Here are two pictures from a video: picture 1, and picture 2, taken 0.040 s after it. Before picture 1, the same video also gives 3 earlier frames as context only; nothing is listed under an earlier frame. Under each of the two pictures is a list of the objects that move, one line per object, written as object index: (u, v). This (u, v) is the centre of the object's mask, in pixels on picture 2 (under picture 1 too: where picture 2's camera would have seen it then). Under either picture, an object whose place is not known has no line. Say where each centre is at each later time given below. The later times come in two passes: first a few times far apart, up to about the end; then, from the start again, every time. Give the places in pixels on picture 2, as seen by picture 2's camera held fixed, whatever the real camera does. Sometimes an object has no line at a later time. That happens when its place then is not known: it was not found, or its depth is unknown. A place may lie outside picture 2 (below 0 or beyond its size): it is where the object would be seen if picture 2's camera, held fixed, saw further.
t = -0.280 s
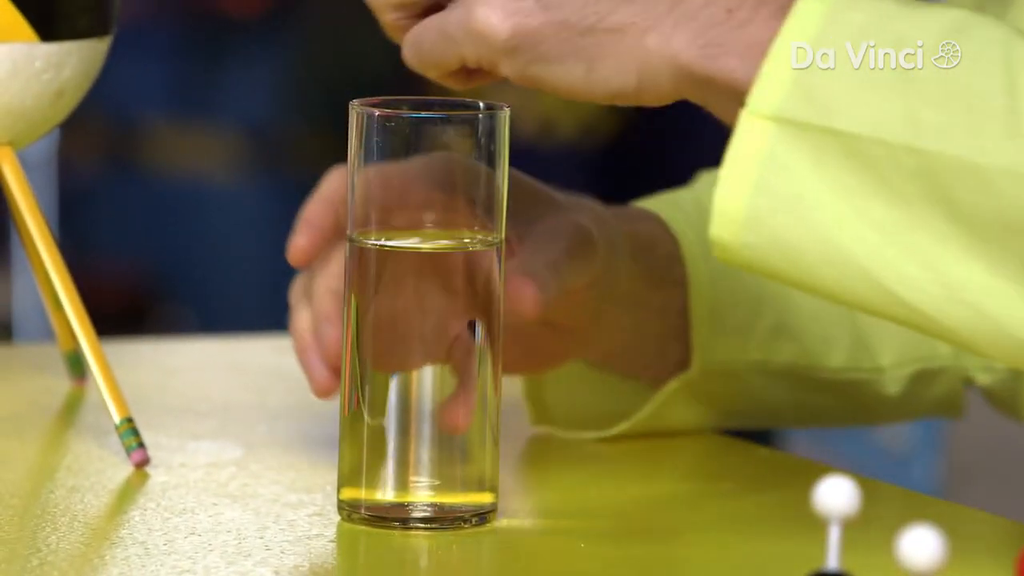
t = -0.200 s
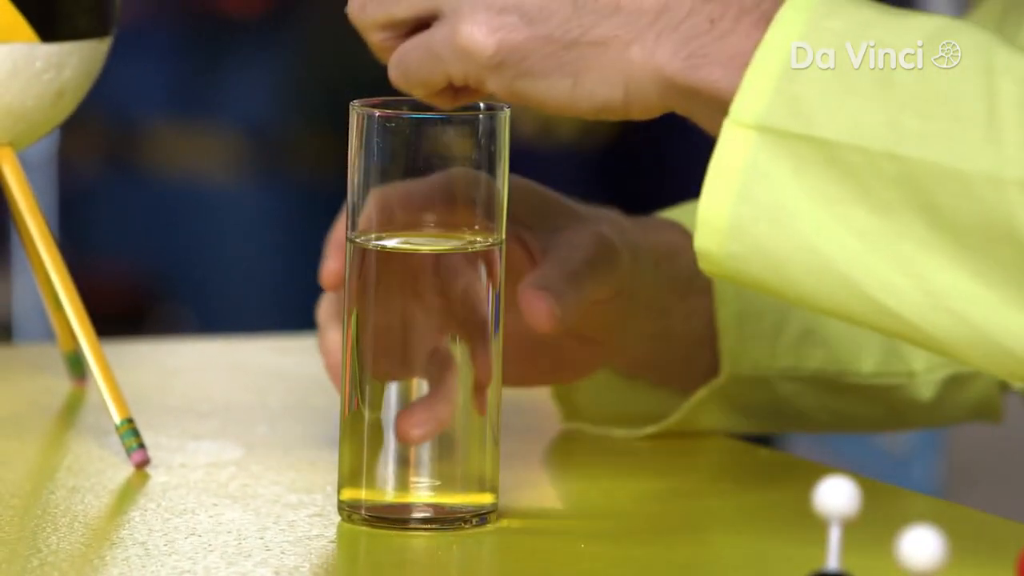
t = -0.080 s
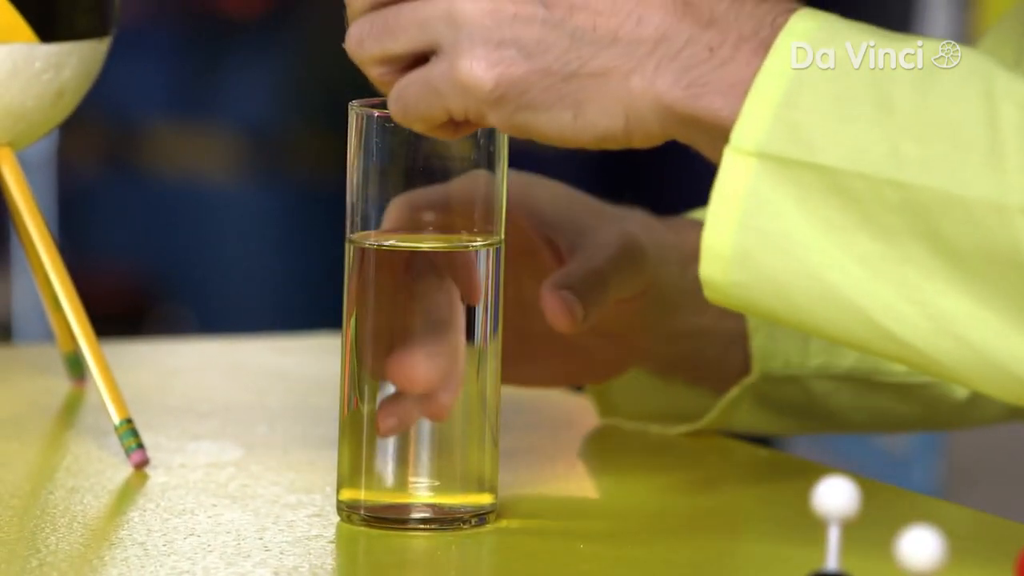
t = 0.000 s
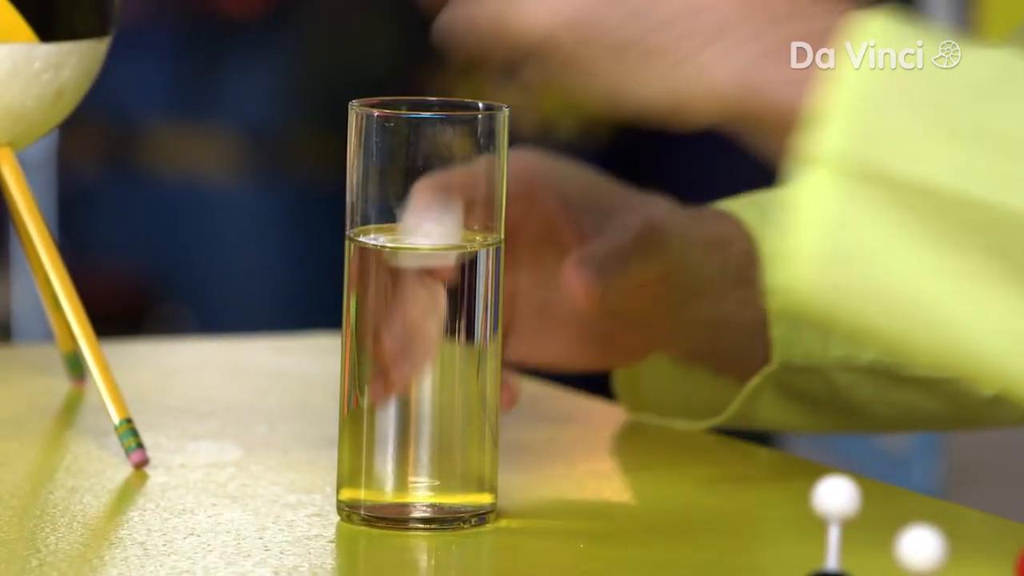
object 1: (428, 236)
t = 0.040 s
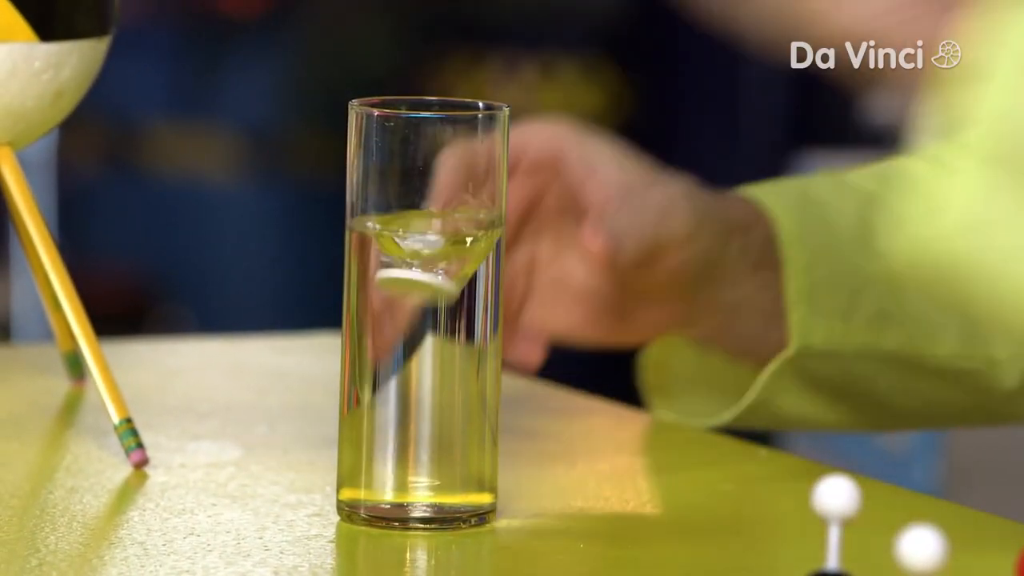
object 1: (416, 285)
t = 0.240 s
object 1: (423, 358)
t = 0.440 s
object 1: (429, 433)
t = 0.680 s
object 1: (419, 500)
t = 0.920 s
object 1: (392, 498)
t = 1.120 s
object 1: (393, 495)
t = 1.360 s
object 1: (390, 496)
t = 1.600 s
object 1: (392, 490)
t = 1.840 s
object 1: (386, 490)
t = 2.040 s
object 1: (386, 489)
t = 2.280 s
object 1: (383, 487)
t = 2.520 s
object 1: (378, 486)
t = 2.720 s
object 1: (377, 481)
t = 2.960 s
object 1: (379, 485)
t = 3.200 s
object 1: (379, 486)
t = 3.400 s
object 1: (378, 486)
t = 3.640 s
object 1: (377, 487)
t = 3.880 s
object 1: (378, 486)
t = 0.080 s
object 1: (417, 302)
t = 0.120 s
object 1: (419, 320)
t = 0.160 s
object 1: (420, 334)
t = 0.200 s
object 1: (422, 347)
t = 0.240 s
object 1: (423, 358)
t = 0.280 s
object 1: (424, 371)
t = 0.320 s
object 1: (424, 384)
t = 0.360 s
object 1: (424, 396)
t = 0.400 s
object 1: (424, 409)
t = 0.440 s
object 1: (429, 433)
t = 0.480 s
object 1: (428, 449)
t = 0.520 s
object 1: (413, 484)
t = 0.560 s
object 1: (410, 495)
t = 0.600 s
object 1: (398, 499)
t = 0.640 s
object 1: (402, 501)
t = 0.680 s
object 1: (419, 500)
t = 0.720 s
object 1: (416, 501)
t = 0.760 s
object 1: (422, 498)
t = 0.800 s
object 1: (394, 499)
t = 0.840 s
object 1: (394, 498)
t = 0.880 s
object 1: (393, 498)
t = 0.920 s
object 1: (392, 498)
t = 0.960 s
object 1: (394, 497)
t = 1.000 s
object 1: (390, 496)
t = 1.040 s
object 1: (391, 498)
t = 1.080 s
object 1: (391, 499)
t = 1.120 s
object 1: (393, 495)
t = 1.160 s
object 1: (393, 495)
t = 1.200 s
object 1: (392, 496)
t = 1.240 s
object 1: (391, 497)
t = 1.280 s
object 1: (392, 496)
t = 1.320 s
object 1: (392, 497)
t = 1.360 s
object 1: (390, 496)
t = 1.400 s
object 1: (391, 495)
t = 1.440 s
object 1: (391, 492)
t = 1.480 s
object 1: (393, 490)
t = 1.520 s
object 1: (393, 492)
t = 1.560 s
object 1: (392, 491)
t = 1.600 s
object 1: (392, 490)
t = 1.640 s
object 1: (391, 490)
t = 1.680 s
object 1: (389, 491)
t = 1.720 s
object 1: (388, 490)
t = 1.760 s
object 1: (390, 489)
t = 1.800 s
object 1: (388, 490)
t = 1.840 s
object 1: (386, 490)
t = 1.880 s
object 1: (387, 489)
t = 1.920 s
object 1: (385, 490)
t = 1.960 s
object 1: (387, 489)
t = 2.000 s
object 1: (387, 489)
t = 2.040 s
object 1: (386, 489)
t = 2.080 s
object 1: (384, 488)
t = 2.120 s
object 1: (385, 486)
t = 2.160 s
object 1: (386, 486)
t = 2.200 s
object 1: (384, 487)
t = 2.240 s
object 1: (383, 487)
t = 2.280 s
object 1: (383, 487)
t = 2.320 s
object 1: (382, 487)
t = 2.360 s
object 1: (383, 487)
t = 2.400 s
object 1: (381, 487)
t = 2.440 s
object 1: (381, 486)
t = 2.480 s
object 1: (380, 486)
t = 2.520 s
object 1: (378, 486)
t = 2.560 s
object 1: (379, 483)
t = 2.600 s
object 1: (379, 484)
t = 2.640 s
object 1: (378, 482)
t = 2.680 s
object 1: (377, 481)
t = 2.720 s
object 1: (377, 481)
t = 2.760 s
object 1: (377, 480)
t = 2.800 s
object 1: (378, 481)
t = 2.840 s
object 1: (378, 480)
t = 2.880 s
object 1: (378, 485)
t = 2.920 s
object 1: (379, 484)
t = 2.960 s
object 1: (379, 485)
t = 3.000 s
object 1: (379, 484)
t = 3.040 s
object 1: (378, 486)
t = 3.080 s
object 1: (378, 486)
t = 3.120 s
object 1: (377, 487)
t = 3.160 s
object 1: (378, 486)
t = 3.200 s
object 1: (379, 486)
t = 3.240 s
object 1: (380, 484)
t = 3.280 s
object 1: (380, 485)
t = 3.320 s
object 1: (380, 485)
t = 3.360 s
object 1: (379, 486)
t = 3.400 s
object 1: (378, 486)
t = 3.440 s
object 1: (377, 487)
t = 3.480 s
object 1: (377, 488)
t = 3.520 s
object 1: (377, 487)
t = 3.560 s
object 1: (377, 487)
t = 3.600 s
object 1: (378, 486)
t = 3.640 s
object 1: (377, 487)
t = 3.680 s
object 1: (378, 485)
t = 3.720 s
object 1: (376, 486)
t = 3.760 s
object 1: (376, 485)
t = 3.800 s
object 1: (376, 485)
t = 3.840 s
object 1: (378, 486)
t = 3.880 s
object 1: (378, 486)
